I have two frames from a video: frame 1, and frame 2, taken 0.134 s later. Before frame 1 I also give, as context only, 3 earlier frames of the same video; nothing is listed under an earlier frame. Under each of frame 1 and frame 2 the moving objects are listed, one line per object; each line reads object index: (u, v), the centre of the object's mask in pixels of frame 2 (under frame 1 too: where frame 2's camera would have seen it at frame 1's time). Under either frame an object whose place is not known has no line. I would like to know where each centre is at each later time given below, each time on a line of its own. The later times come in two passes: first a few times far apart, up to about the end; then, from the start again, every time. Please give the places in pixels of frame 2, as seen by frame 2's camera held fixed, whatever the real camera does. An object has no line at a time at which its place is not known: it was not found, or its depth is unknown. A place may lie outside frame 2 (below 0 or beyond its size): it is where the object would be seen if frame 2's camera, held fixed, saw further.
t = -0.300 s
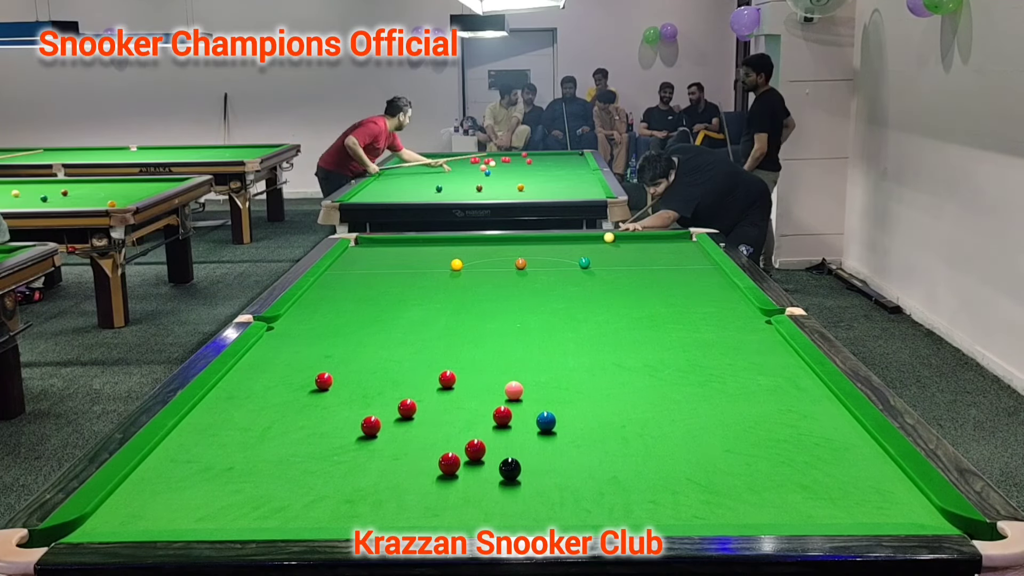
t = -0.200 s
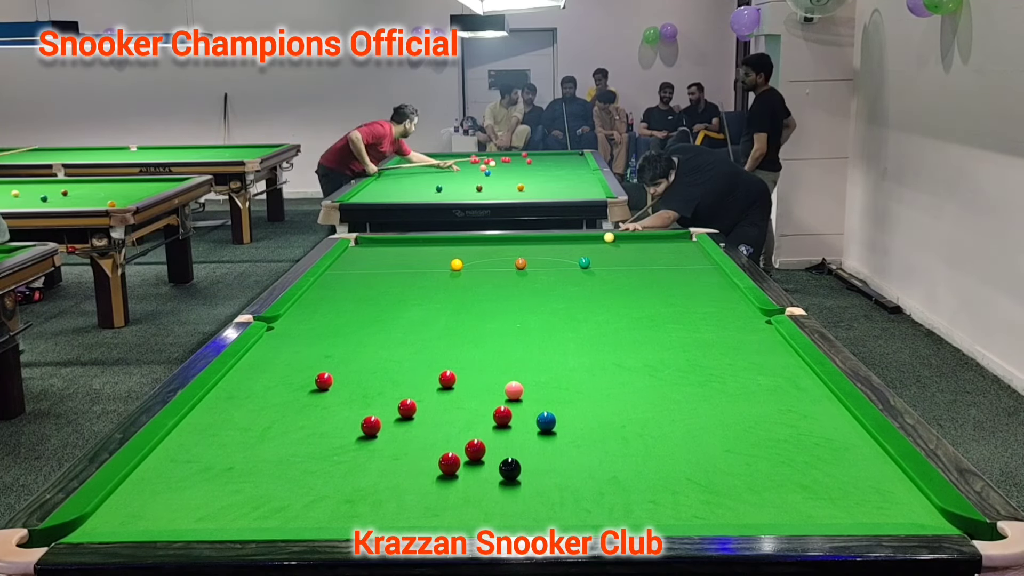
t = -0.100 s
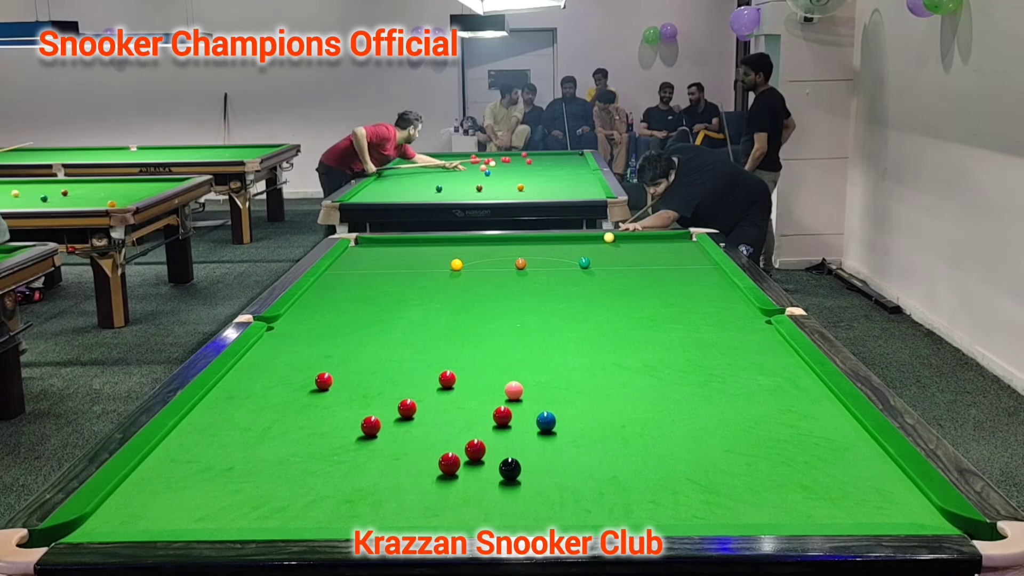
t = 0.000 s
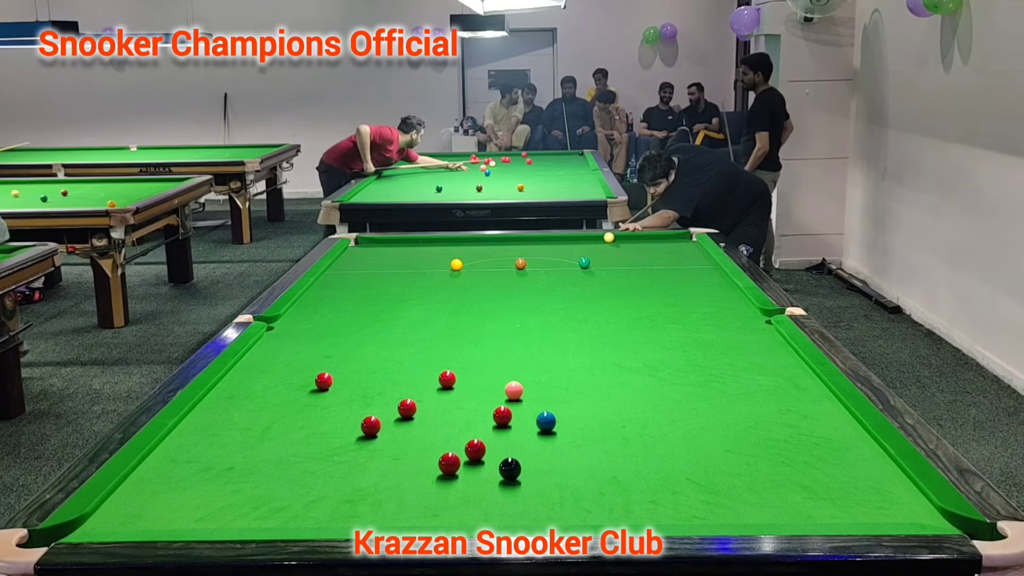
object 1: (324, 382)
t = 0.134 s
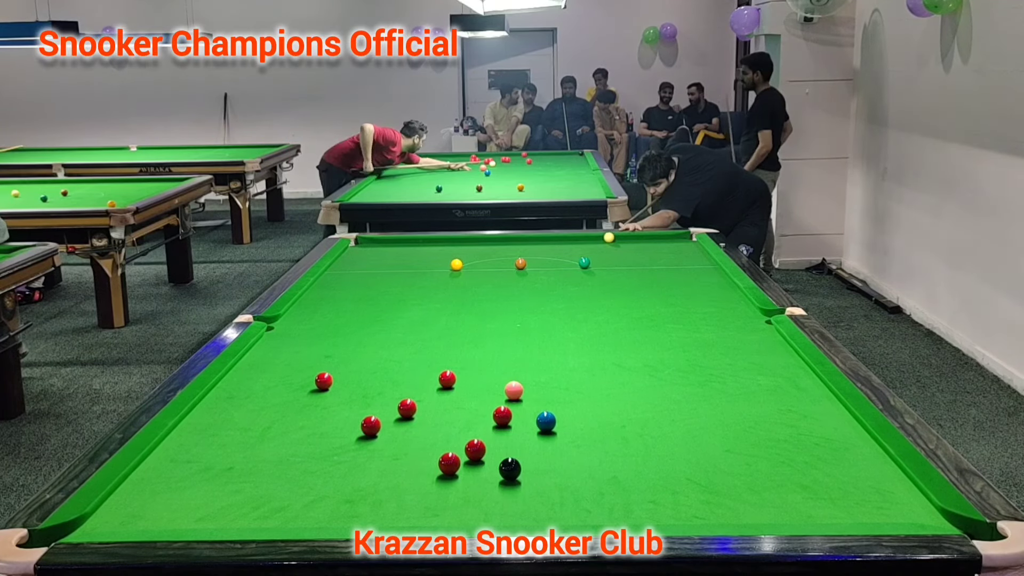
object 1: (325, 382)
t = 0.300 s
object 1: (324, 382)
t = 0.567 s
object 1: (324, 382)
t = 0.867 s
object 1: (324, 382)
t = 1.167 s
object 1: (323, 384)
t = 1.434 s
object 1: (243, 464)
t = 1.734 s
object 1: (194, 498)
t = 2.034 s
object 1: (219, 443)
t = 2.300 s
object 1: (233, 408)
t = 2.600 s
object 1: (245, 377)
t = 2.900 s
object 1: (256, 351)
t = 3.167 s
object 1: (275, 333)
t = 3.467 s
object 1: (296, 315)
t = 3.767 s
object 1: (315, 301)
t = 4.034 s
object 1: (328, 289)
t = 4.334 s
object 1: (342, 278)
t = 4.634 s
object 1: (353, 268)
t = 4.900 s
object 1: (362, 260)
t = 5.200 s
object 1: (371, 252)
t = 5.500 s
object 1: (378, 245)
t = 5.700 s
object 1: (384, 241)
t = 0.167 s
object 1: (324, 383)
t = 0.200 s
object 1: (325, 383)
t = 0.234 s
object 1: (325, 383)
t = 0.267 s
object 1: (324, 382)
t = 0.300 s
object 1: (324, 382)
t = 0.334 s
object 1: (324, 382)
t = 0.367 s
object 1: (324, 382)
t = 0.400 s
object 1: (324, 382)
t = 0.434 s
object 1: (324, 382)
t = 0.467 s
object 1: (324, 382)
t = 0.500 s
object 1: (324, 382)
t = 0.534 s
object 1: (324, 382)
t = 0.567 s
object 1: (324, 382)
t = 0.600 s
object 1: (324, 382)
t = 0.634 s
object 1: (324, 382)
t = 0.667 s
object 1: (324, 382)
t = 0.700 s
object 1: (324, 382)
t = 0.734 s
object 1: (324, 382)
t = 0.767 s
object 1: (324, 382)
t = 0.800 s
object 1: (324, 382)
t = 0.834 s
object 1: (324, 382)
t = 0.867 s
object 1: (324, 382)
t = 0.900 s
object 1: (324, 382)
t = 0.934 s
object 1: (324, 382)
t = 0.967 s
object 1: (324, 382)
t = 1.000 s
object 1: (324, 382)
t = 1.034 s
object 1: (324, 382)
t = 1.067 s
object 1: (324, 382)
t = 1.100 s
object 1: (324, 382)
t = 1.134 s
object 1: (324, 382)
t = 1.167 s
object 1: (323, 384)
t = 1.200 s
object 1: (314, 392)
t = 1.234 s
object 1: (304, 402)
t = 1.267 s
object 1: (295, 412)
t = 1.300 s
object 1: (285, 422)
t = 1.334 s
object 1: (275, 432)
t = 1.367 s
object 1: (264, 443)
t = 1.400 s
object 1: (254, 453)
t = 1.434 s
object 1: (243, 464)
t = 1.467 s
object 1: (232, 476)
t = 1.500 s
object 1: (220, 487)
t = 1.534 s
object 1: (208, 499)
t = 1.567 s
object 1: (196, 511)
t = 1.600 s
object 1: (184, 520)
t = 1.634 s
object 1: (179, 522)
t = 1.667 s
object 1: (184, 516)
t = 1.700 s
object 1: (189, 507)
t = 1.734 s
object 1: (194, 498)
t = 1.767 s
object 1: (198, 490)
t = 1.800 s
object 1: (202, 483)
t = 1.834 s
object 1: (205, 476)
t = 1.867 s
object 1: (208, 469)
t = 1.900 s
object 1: (210, 463)
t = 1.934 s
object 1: (212, 458)
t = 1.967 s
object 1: (214, 453)
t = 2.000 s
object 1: (217, 448)
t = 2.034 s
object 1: (219, 443)
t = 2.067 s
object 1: (221, 438)
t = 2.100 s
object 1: (222, 434)
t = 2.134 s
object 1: (224, 429)
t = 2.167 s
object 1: (226, 425)
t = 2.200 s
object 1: (228, 421)
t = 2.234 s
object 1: (230, 416)
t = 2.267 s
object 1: (231, 413)
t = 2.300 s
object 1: (233, 408)
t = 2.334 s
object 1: (234, 405)
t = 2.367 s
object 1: (236, 401)
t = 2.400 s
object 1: (237, 398)
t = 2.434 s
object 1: (239, 394)
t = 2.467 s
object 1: (240, 390)
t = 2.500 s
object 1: (242, 387)
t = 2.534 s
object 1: (243, 384)
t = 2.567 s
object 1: (244, 381)
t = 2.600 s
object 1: (245, 377)
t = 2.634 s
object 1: (246, 374)
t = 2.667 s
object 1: (248, 371)
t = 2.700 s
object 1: (249, 368)
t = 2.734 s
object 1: (250, 365)
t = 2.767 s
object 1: (251, 362)
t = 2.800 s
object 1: (252, 359)
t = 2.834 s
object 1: (253, 357)
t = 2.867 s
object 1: (254, 354)
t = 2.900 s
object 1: (256, 351)
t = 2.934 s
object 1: (256, 349)
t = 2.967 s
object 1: (259, 346)
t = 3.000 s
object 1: (262, 344)
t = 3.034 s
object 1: (265, 342)
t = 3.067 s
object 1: (267, 339)
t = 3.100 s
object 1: (270, 337)
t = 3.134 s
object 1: (273, 335)
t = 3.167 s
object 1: (275, 333)
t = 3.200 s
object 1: (278, 331)
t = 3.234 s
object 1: (280, 329)
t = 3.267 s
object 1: (283, 327)
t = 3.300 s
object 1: (285, 325)
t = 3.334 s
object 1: (288, 323)
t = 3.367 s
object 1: (290, 321)
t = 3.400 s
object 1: (292, 319)
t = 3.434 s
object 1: (294, 317)
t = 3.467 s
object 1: (296, 315)
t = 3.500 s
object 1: (298, 314)
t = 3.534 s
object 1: (301, 312)
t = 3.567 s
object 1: (303, 310)
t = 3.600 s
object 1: (305, 309)
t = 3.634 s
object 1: (307, 307)
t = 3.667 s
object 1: (309, 305)
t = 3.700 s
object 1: (311, 304)
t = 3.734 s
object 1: (313, 302)
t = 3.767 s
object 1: (315, 301)
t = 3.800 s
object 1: (316, 299)
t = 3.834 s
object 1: (318, 298)
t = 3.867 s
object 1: (320, 296)
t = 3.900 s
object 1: (321, 295)
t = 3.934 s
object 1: (323, 293)
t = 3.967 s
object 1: (325, 292)
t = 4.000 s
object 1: (326, 291)
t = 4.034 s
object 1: (328, 289)
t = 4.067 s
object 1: (330, 288)
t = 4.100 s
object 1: (331, 286)
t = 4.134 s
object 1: (333, 285)
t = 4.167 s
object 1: (334, 284)
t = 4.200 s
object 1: (336, 283)
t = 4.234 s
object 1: (337, 281)
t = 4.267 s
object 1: (339, 280)
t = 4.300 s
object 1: (340, 279)
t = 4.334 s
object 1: (342, 278)
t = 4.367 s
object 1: (343, 276)
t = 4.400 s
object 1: (344, 275)
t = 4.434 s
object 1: (345, 274)
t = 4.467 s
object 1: (347, 273)
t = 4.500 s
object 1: (348, 272)
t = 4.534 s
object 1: (349, 271)
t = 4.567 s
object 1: (351, 270)
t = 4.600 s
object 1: (352, 269)
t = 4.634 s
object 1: (353, 268)
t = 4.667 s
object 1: (354, 267)
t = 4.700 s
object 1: (355, 266)
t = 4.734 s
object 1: (356, 265)
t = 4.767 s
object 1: (358, 263)
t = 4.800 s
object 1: (359, 263)
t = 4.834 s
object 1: (360, 262)
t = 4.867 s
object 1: (361, 260)
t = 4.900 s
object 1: (362, 260)
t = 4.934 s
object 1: (363, 259)
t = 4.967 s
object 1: (364, 258)
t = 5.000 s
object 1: (365, 257)
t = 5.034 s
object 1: (366, 256)
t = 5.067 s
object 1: (367, 255)
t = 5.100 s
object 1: (368, 254)
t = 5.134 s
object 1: (369, 254)
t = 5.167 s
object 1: (370, 253)
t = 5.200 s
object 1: (371, 252)
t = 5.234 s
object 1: (372, 251)
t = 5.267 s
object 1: (373, 250)
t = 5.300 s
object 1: (374, 249)
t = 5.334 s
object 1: (374, 249)
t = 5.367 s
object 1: (376, 248)
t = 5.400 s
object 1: (376, 247)
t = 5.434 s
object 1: (377, 246)
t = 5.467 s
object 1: (378, 245)
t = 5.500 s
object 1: (378, 245)
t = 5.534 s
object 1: (379, 244)
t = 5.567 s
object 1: (381, 243)
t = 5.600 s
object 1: (382, 243)
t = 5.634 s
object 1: (382, 242)
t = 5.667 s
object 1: (383, 241)
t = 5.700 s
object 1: (384, 241)
